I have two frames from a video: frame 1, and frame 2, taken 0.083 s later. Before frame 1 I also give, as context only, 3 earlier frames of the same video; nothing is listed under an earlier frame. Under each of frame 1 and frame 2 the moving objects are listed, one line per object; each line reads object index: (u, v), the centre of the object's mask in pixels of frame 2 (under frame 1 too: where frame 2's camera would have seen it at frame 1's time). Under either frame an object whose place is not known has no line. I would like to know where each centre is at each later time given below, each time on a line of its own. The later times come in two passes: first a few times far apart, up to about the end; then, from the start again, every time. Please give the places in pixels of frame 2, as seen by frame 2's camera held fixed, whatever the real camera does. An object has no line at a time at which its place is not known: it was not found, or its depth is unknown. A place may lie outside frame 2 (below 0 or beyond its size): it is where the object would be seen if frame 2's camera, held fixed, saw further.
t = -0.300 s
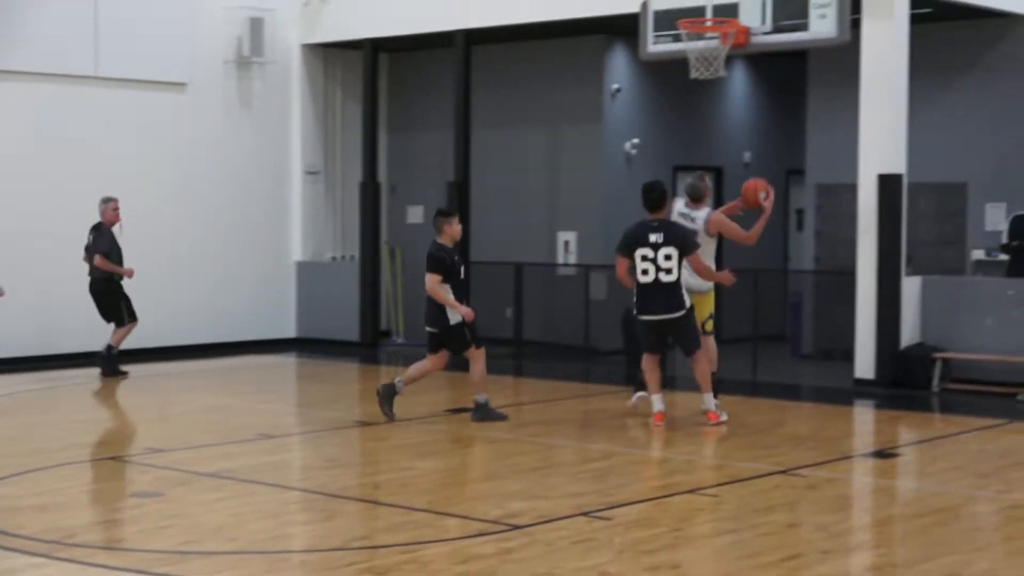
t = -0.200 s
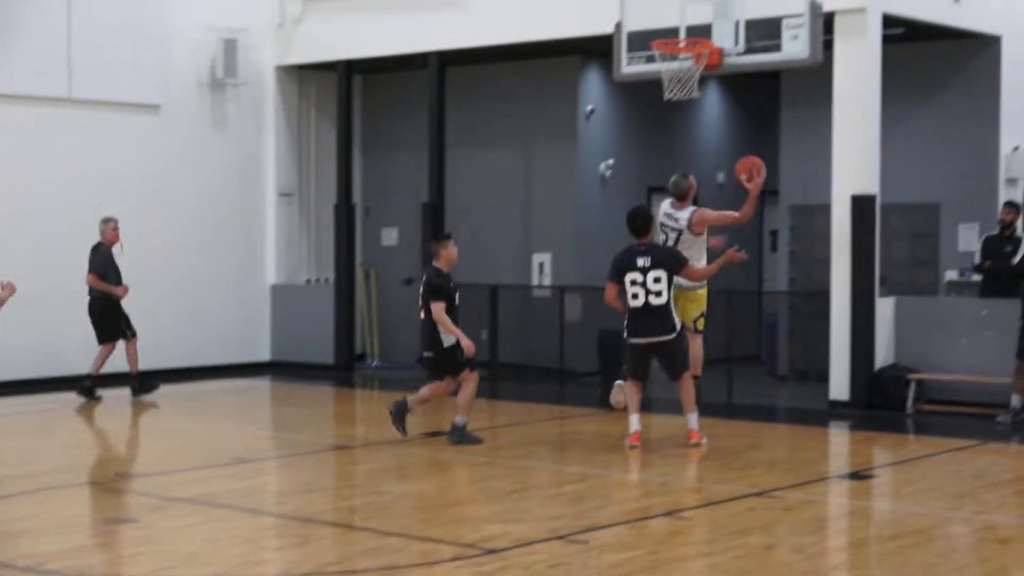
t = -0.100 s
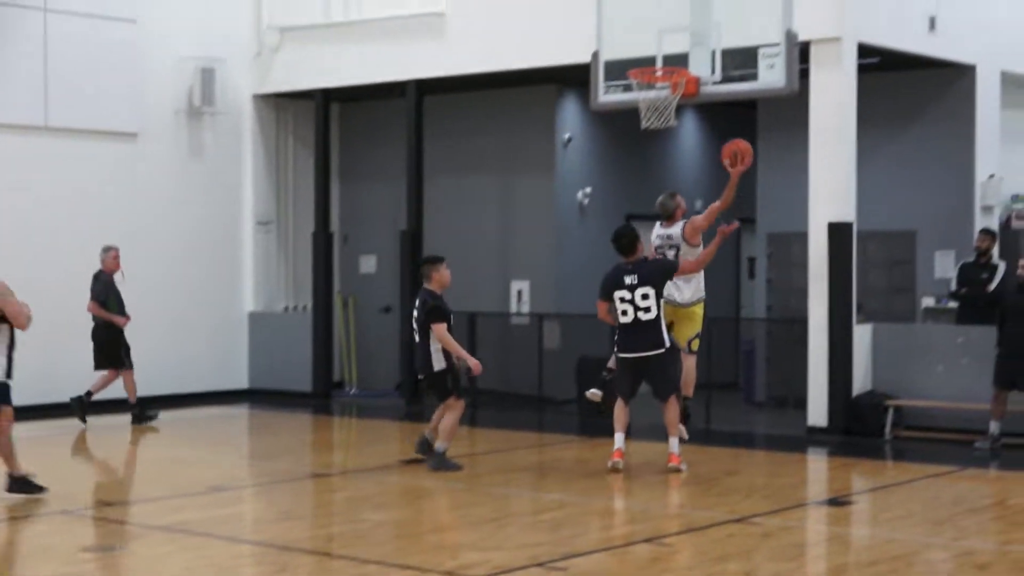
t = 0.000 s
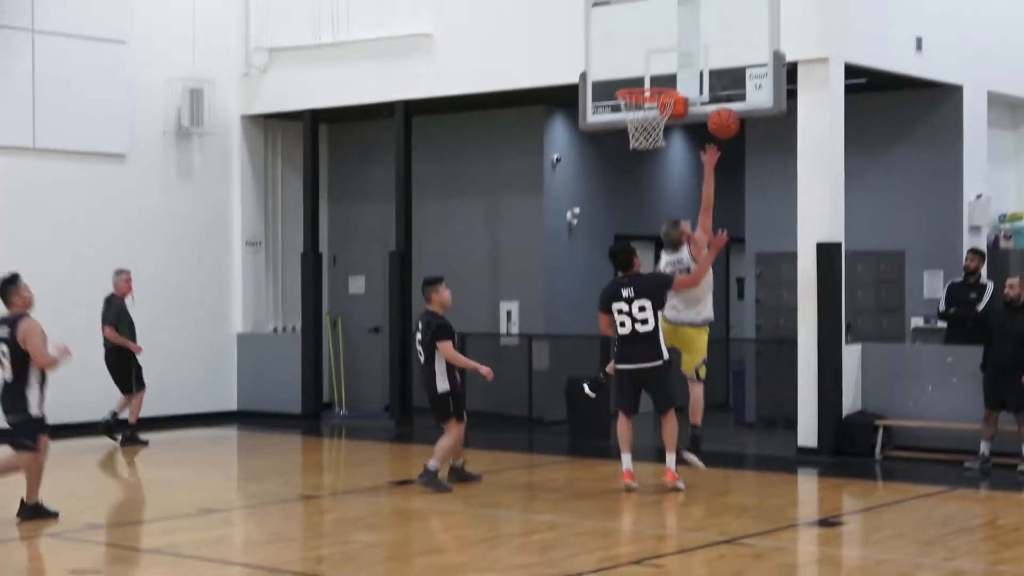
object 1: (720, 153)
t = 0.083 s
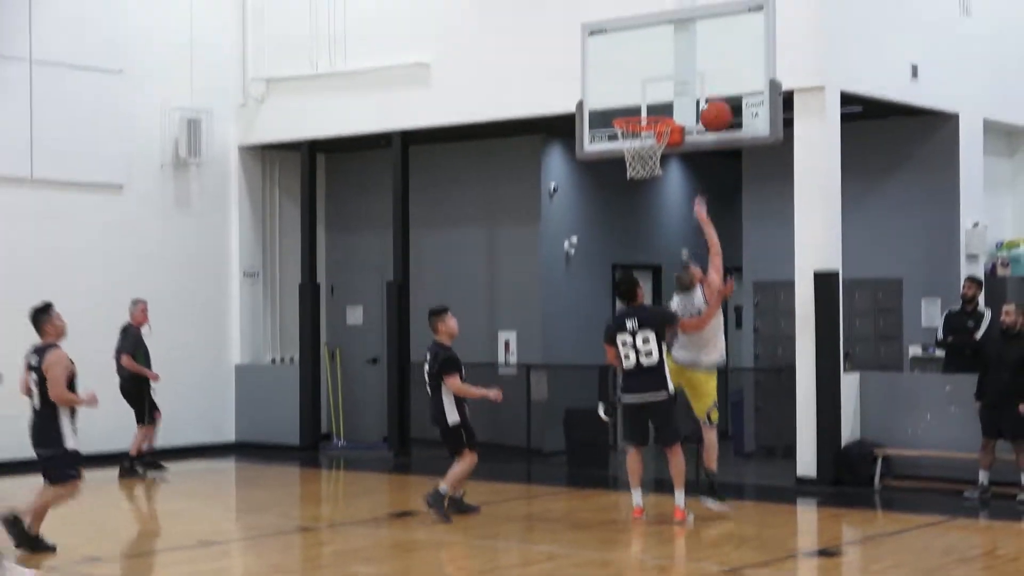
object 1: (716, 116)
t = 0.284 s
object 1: (700, 79)
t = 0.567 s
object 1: (694, 105)
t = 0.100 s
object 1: (715, 110)
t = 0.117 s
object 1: (713, 104)
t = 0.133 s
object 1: (712, 98)
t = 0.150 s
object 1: (712, 93)
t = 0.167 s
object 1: (711, 89)
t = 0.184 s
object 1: (709, 86)
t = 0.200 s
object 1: (708, 84)
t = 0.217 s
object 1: (706, 82)
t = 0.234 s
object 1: (705, 81)
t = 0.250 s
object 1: (703, 80)
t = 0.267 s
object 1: (702, 79)
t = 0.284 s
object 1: (700, 79)
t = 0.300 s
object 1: (699, 79)
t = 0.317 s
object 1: (697, 79)
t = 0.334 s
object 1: (696, 80)
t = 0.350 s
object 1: (695, 81)
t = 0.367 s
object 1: (693, 82)
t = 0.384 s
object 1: (692, 84)
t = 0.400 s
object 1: (690, 86)
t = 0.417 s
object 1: (689, 88)
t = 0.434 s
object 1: (688, 91)
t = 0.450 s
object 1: (686, 94)
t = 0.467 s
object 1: (684, 98)
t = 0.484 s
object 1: (683, 101)
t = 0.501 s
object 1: (682, 106)
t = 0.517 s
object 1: (682, 109)
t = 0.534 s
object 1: (686, 108)
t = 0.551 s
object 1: (690, 107)
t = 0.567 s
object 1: (694, 105)
